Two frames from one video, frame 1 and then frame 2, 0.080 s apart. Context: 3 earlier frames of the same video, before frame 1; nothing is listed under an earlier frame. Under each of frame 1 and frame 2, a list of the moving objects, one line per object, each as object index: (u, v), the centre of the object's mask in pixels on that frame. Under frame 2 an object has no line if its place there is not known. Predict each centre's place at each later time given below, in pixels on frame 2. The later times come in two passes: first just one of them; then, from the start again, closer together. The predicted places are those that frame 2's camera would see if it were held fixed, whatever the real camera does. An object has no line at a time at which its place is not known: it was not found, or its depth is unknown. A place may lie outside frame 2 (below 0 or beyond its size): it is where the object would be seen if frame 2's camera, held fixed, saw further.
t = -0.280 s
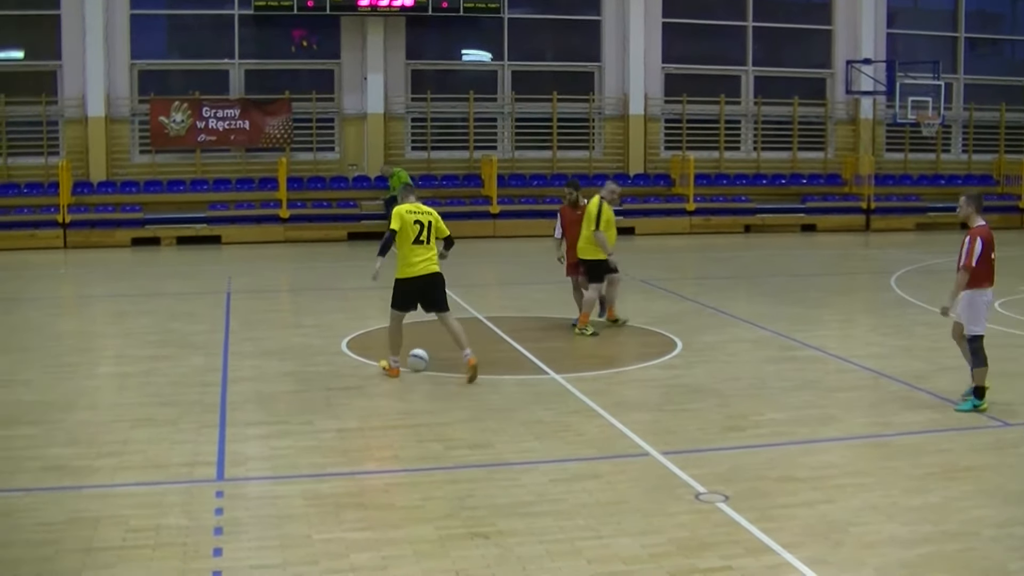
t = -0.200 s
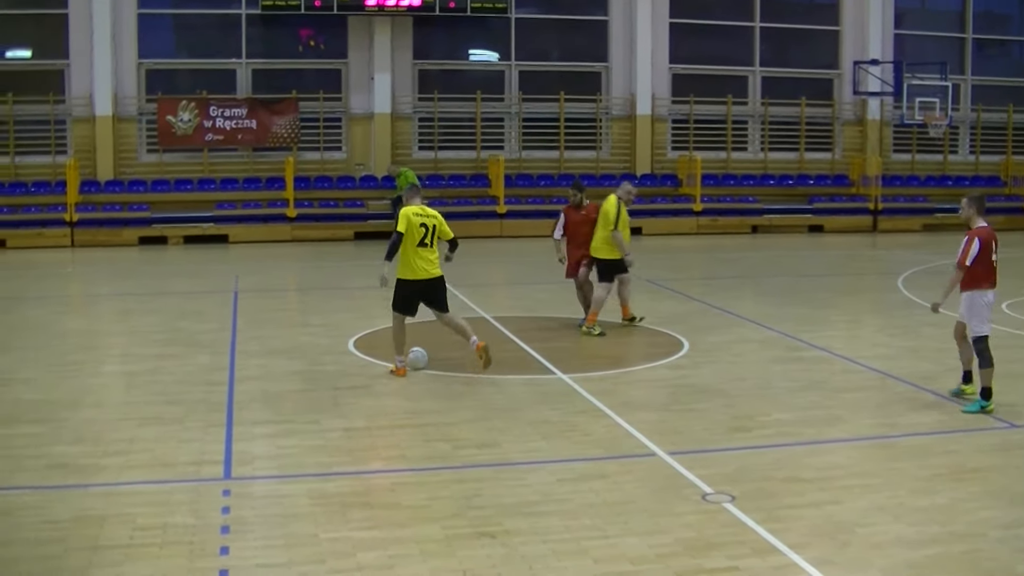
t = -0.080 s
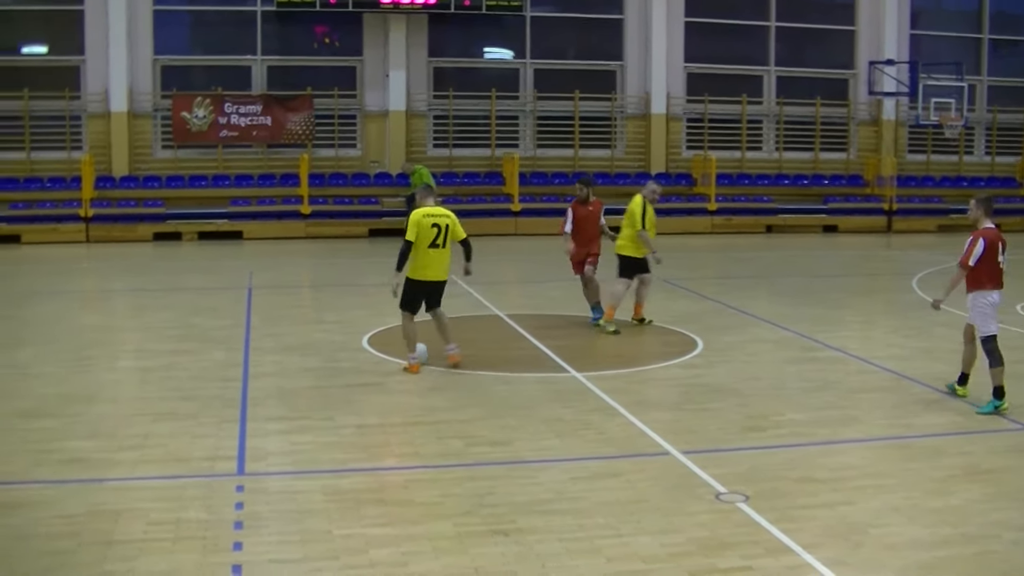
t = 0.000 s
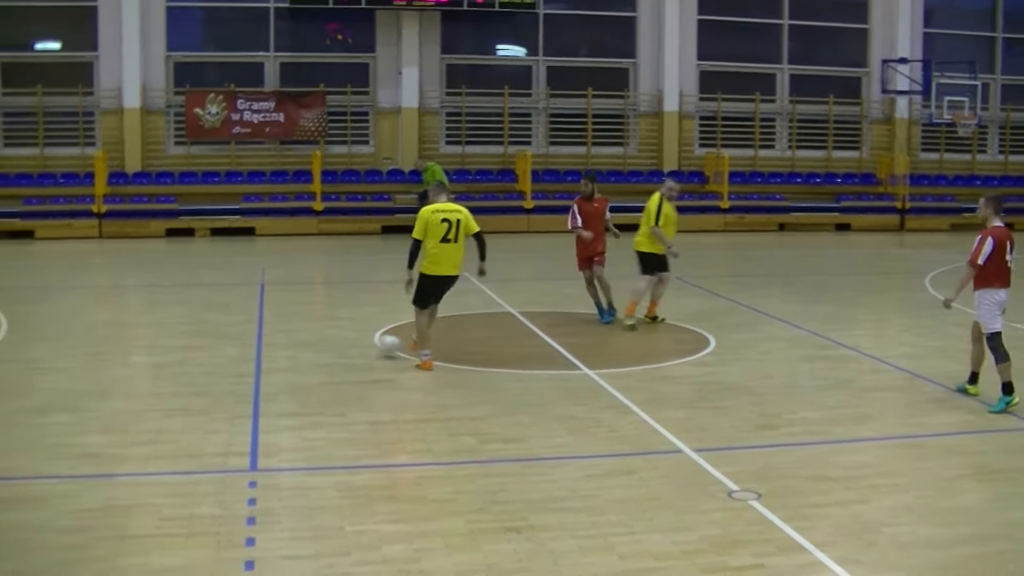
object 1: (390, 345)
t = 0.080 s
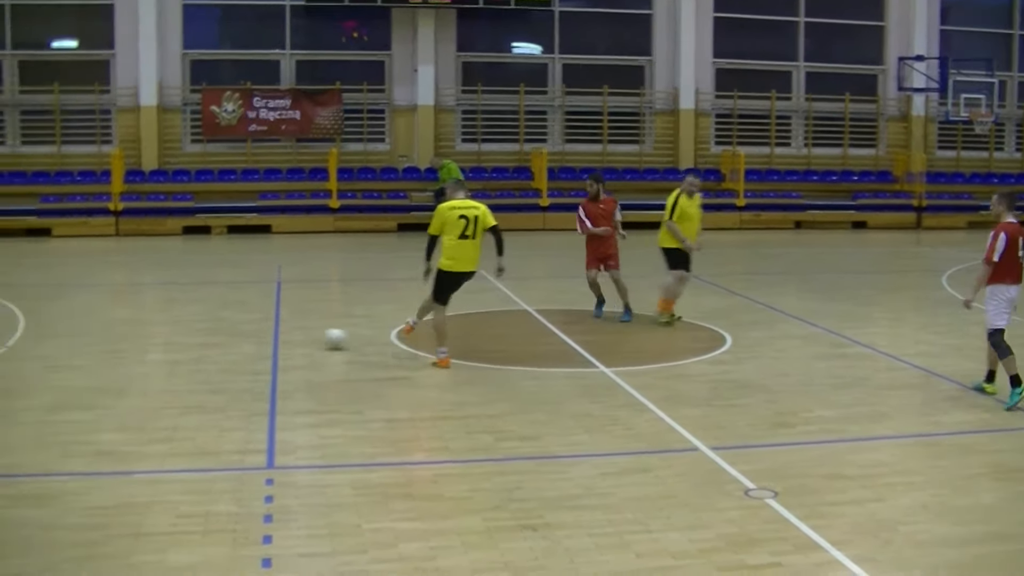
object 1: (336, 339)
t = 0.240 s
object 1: (222, 330)
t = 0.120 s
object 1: (305, 337)
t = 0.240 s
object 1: (222, 330)
